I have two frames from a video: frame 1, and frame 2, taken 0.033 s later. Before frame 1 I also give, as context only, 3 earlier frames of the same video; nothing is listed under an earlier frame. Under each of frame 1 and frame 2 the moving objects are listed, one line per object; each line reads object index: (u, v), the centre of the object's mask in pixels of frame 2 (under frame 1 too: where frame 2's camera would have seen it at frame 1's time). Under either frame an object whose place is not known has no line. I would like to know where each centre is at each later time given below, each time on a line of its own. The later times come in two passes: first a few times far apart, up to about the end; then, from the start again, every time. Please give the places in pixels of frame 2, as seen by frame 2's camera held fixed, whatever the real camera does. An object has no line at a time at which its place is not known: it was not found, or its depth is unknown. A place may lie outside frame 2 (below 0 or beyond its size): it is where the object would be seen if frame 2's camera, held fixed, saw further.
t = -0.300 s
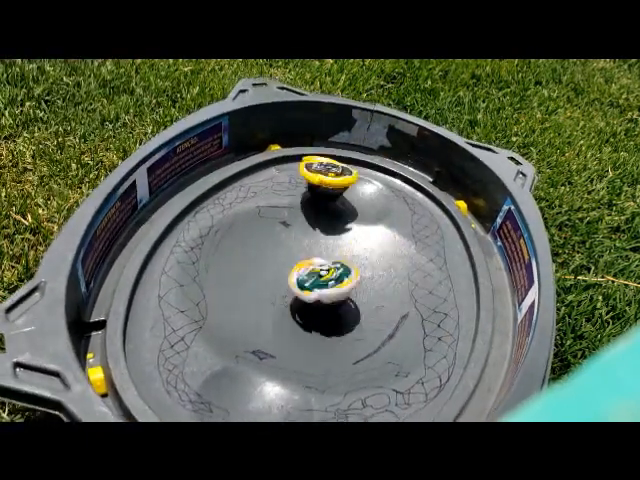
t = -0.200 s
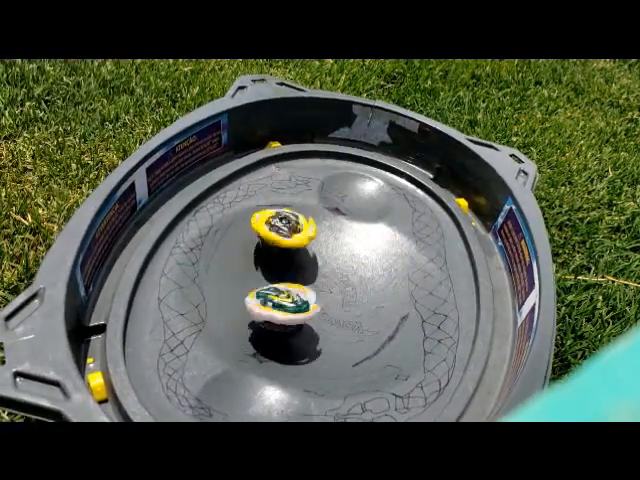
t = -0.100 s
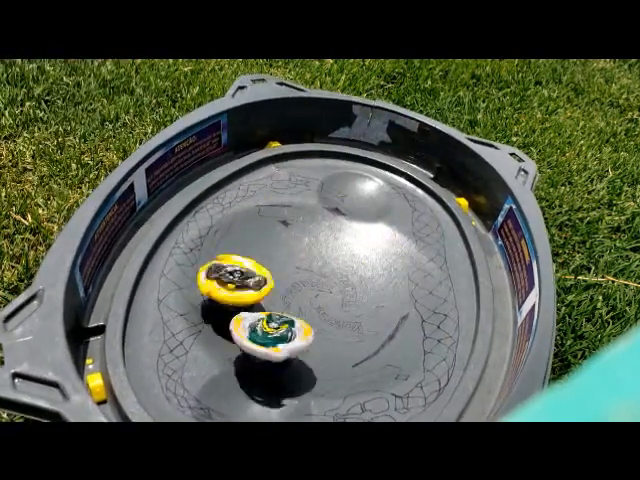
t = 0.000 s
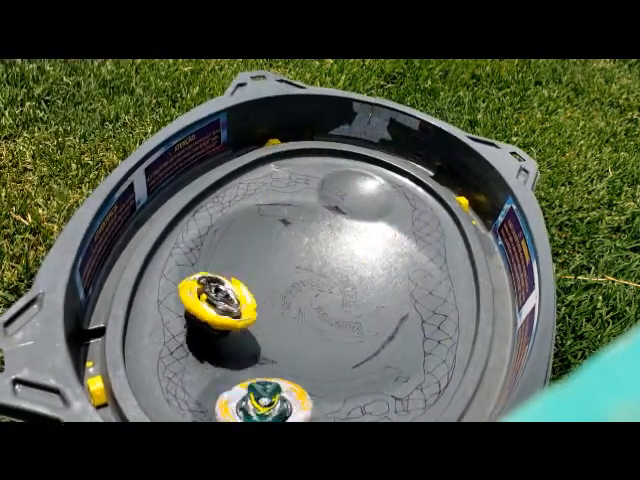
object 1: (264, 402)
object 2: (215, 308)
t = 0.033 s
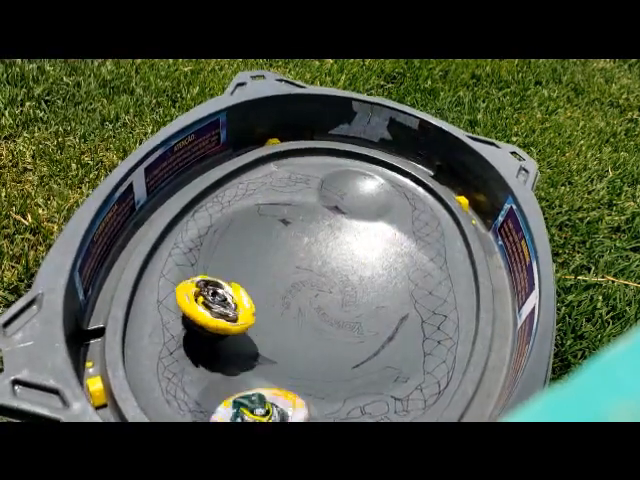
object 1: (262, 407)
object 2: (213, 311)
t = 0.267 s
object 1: (250, 386)
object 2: (273, 322)
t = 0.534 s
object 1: (261, 396)
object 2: (339, 239)
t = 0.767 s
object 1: (299, 336)
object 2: (300, 232)
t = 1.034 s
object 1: (408, 273)
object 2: (313, 307)
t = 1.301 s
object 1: (373, 249)
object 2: (387, 316)
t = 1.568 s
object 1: (266, 287)
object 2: (347, 297)
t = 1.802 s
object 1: (226, 328)
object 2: (294, 316)
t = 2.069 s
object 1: (174, 325)
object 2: (306, 316)
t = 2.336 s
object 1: (172, 327)
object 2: (310, 275)
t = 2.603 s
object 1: (215, 344)
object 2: (297, 266)
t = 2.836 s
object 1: (285, 398)
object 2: (324, 298)
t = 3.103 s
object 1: (352, 408)
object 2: (366, 304)
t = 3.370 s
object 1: (381, 399)
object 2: (326, 294)
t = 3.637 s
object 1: (391, 386)
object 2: (283, 311)
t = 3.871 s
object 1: (401, 373)
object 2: (313, 315)
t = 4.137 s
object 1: (410, 364)
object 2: (332, 274)
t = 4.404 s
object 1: (412, 326)
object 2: (313, 268)
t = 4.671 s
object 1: (361, 252)
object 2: (295, 307)
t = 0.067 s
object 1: (258, 408)
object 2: (213, 312)
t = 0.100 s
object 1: (255, 408)
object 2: (214, 315)
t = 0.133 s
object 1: (255, 406)
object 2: (218, 317)
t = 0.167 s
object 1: (259, 402)
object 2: (227, 319)
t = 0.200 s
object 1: (260, 395)
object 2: (241, 329)
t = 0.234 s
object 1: (255, 390)
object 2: (256, 323)
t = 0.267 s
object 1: (250, 386)
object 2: (273, 322)
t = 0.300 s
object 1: (245, 383)
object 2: (291, 327)
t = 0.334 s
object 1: (235, 380)
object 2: (303, 309)
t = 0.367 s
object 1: (224, 383)
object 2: (315, 300)
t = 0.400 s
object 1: (219, 388)
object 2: (324, 289)
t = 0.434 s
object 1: (220, 392)
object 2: (331, 277)
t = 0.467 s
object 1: (229, 397)
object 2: (336, 264)
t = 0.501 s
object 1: (245, 399)
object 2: (338, 251)
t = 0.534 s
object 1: (261, 396)
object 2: (339, 239)
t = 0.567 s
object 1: (271, 391)
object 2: (336, 229)
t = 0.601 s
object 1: (277, 382)
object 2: (333, 234)
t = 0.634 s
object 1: (276, 370)
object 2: (326, 220)
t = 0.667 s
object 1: (273, 359)
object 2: (320, 224)
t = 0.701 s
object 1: (278, 350)
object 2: (313, 224)
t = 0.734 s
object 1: (286, 341)
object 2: (306, 226)
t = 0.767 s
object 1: (299, 336)
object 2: (300, 232)
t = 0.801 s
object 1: (316, 331)
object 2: (296, 241)
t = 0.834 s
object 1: (331, 325)
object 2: (294, 251)
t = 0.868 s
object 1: (344, 314)
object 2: (293, 261)
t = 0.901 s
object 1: (352, 303)
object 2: (296, 275)
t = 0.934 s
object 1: (368, 295)
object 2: (299, 284)
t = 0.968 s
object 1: (386, 289)
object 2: (301, 290)
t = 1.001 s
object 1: (400, 285)
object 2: (306, 298)
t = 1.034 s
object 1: (408, 273)
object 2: (313, 307)
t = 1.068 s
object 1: (412, 266)
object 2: (322, 314)
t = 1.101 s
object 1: (415, 259)
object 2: (331, 318)
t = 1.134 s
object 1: (414, 253)
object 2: (340, 317)
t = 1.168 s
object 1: (411, 247)
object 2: (352, 320)
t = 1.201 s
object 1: (403, 245)
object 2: (363, 321)
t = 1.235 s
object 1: (394, 244)
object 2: (373, 320)
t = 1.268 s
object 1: (384, 246)
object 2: (382, 325)
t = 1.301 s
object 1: (373, 249)
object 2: (387, 316)
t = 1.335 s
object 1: (360, 256)
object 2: (390, 311)
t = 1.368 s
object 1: (347, 260)
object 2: (388, 308)
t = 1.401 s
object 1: (334, 264)
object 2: (387, 301)
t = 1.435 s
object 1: (318, 268)
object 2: (383, 300)
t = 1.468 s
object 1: (303, 273)
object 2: (376, 304)
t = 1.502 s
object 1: (289, 277)
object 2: (369, 298)
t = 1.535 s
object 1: (277, 282)
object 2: (360, 298)
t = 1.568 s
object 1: (266, 287)
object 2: (347, 297)
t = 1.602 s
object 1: (257, 294)
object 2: (336, 299)
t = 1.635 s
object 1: (250, 300)
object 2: (326, 300)
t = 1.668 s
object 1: (244, 307)
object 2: (316, 302)
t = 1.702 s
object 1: (234, 312)
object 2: (313, 305)
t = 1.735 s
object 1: (231, 317)
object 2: (304, 311)
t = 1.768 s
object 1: (229, 325)
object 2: (299, 313)
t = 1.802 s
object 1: (226, 328)
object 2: (294, 316)
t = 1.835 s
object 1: (221, 332)
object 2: (292, 320)
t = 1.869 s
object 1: (214, 333)
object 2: (293, 321)
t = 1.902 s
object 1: (205, 332)
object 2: (291, 322)
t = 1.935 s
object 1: (197, 329)
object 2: (295, 320)
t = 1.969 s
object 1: (189, 328)
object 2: (295, 323)
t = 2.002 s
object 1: (185, 325)
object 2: (300, 321)
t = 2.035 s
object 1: (179, 326)
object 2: (301, 320)
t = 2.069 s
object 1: (174, 325)
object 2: (306, 316)
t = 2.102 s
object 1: (173, 324)
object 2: (308, 312)
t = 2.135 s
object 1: (170, 324)
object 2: (312, 308)
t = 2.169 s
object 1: (168, 323)
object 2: (314, 302)
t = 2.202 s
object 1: (170, 322)
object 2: (314, 297)
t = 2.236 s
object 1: (170, 325)
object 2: (314, 291)
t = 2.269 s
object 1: (170, 324)
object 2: (313, 286)
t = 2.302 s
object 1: (172, 325)
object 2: (313, 280)
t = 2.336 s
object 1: (172, 327)
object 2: (310, 275)
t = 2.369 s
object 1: (175, 327)
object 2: (308, 271)
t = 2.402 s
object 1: (179, 328)
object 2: (306, 268)
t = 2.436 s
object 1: (183, 330)
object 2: (305, 265)
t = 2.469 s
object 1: (187, 332)
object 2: (302, 263)
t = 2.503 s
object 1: (194, 334)
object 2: (300, 263)
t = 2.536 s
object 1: (200, 338)
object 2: (298, 263)
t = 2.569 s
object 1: (207, 341)
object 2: (299, 264)
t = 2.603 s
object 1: (215, 344)
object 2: (297, 266)
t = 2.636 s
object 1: (223, 350)
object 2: (298, 271)
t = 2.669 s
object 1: (232, 363)
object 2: (299, 274)
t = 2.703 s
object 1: (236, 377)
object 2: (302, 278)
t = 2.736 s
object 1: (241, 388)
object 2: (305, 283)
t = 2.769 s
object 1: (253, 394)
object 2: (310, 289)
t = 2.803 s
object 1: (267, 397)
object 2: (316, 294)
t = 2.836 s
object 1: (285, 398)
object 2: (324, 298)
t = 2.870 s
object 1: (301, 394)
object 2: (331, 302)
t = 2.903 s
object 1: (311, 392)
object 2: (338, 304)
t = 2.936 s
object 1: (321, 393)
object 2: (346, 307)
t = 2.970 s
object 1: (329, 394)
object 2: (353, 306)
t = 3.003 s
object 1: (334, 398)
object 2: (359, 307)
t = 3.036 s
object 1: (344, 402)
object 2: (362, 307)
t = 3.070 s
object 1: (348, 405)
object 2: (366, 306)
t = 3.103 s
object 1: (352, 408)
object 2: (366, 304)
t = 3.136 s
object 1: (360, 409)
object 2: (367, 302)
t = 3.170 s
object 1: (366, 409)
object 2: (364, 300)
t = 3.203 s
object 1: (373, 409)
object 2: (362, 298)
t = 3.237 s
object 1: (376, 405)
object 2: (356, 297)
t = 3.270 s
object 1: (376, 405)
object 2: (350, 294)
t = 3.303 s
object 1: (377, 402)
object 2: (342, 294)
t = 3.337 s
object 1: (378, 400)
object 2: (334, 293)
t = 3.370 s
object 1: (381, 399)
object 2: (326, 294)
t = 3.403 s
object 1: (382, 398)
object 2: (316, 294)
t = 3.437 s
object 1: (383, 397)
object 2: (310, 296)
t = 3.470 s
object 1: (383, 394)
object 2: (301, 297)
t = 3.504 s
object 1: (384, 393)
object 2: (295, 299)
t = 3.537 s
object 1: (386, 391)
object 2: (290, 303)
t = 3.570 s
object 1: (387, 389)
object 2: (285, 305)
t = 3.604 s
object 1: (391, 388)
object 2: (284, 309)
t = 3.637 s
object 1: (391, 386)
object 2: (283, 311)
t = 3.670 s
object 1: (393, 385)
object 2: (284, 313)
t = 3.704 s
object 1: (393, 382)
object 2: (285, 316)
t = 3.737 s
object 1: (394, 380)
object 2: (288, 317)
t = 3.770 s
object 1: (396, 377)
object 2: (295, 319)
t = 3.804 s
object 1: (398, 375)
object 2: (299, 318)
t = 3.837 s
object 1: (399, 373)
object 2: (306, 316)
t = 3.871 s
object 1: (401, 373)
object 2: (313, 315)
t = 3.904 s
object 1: (402, 371)
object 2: (318, 310)
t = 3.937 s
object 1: (402, 370)
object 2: (324, 306)
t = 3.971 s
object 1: (403, 368)
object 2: (327, 302)
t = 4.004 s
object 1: (404, 367)
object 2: (331, 296)
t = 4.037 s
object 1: (406, 365)
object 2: (333, 291)
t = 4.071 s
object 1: (408, 364)
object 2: (333, 285)
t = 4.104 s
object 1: (409, 363)
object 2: (334, 279)
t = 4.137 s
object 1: (410, 364)
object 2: (332, 274)
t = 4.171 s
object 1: (411, 361)
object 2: (330, 269)
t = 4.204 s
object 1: (411, 360)
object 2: (330, 266)
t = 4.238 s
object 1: (411, 356)
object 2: (325, 264)
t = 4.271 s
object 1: (412, 353)
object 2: (323, 262)
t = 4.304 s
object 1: (413, 347)
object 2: (321, 262)
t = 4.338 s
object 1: (412, 342)
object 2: (316, 263)
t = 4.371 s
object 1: (414, 334)
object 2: (314, 264)
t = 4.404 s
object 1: (412, 326)
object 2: (313, 268)
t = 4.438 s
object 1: (408, 317)
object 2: (310, 271)
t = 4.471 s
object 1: (401, 309)
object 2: (309, 276)
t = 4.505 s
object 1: (392, 300)
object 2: (310, 282)
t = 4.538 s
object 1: (383, 291)
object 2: (308, 287)
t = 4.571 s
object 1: (376, 283)
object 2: (307, 292)
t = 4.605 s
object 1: (371, 273)
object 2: (304, 297)
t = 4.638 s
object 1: (367, 262)
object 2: (298, 302)
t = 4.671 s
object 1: (361, 252)
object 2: (295, 307)
